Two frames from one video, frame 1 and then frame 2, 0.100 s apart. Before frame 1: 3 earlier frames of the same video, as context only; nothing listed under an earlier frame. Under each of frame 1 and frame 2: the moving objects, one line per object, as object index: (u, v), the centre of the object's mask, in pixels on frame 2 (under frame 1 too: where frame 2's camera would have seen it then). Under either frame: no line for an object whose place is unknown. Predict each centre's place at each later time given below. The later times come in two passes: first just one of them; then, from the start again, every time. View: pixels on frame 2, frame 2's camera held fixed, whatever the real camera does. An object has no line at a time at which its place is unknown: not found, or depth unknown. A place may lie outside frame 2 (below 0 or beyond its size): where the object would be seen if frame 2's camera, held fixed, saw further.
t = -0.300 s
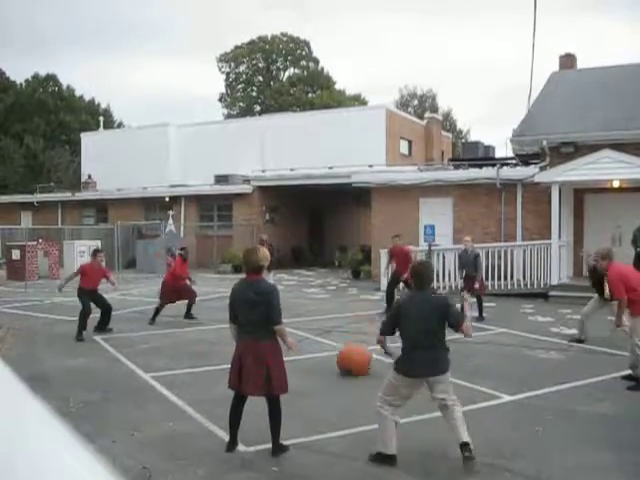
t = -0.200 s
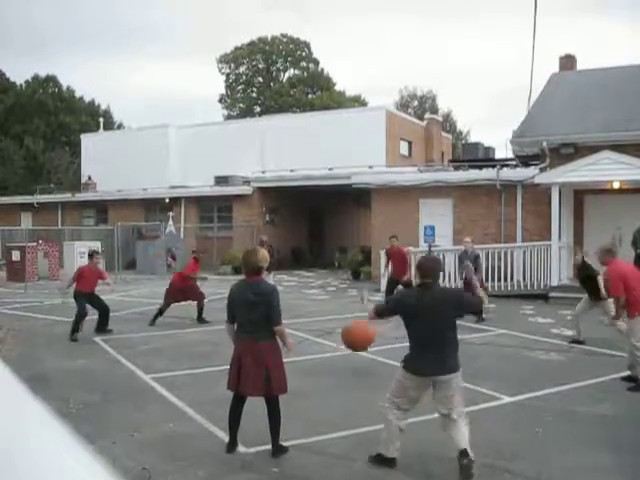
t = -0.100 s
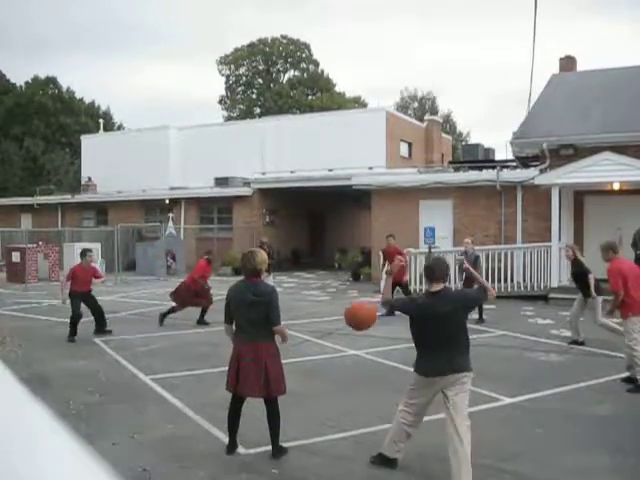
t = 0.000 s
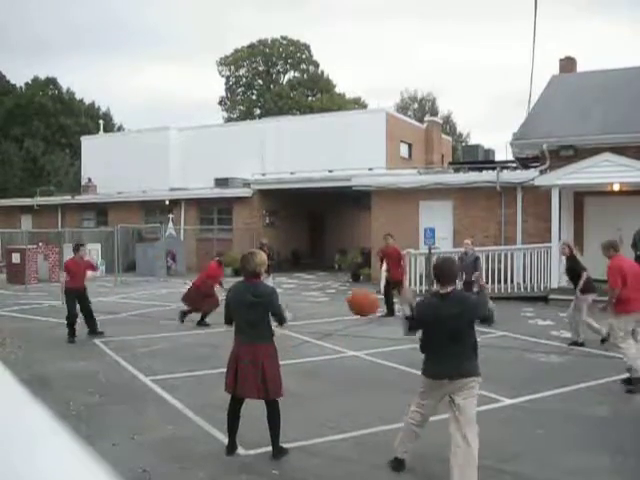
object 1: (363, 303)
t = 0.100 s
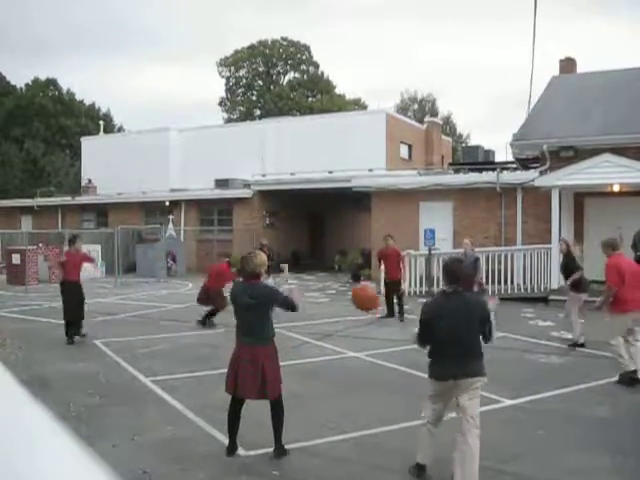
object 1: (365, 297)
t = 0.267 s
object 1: (369, 301)
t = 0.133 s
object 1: (367, 296)
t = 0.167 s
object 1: (367, 296)
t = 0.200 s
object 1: (368, 297)
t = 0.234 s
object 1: (369, 298)
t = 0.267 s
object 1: (369, 301)
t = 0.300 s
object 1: (370, 303)
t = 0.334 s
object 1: (371, 307)
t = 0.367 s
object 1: (372, 312)
